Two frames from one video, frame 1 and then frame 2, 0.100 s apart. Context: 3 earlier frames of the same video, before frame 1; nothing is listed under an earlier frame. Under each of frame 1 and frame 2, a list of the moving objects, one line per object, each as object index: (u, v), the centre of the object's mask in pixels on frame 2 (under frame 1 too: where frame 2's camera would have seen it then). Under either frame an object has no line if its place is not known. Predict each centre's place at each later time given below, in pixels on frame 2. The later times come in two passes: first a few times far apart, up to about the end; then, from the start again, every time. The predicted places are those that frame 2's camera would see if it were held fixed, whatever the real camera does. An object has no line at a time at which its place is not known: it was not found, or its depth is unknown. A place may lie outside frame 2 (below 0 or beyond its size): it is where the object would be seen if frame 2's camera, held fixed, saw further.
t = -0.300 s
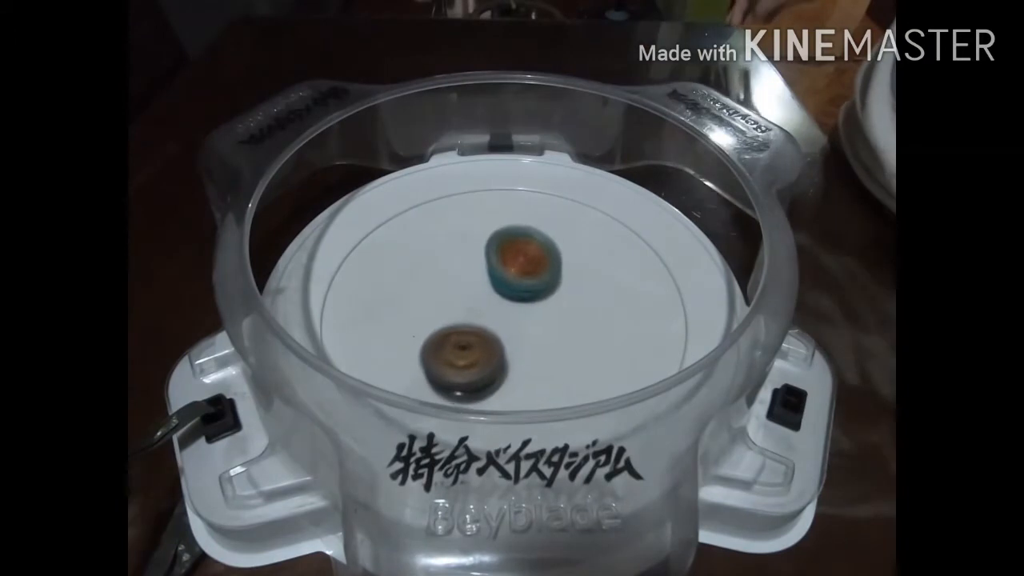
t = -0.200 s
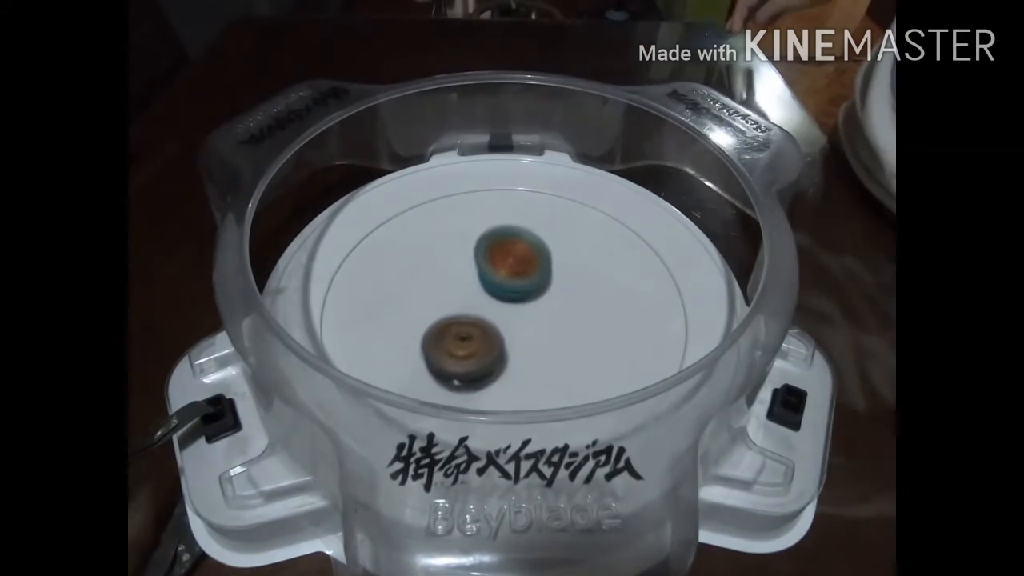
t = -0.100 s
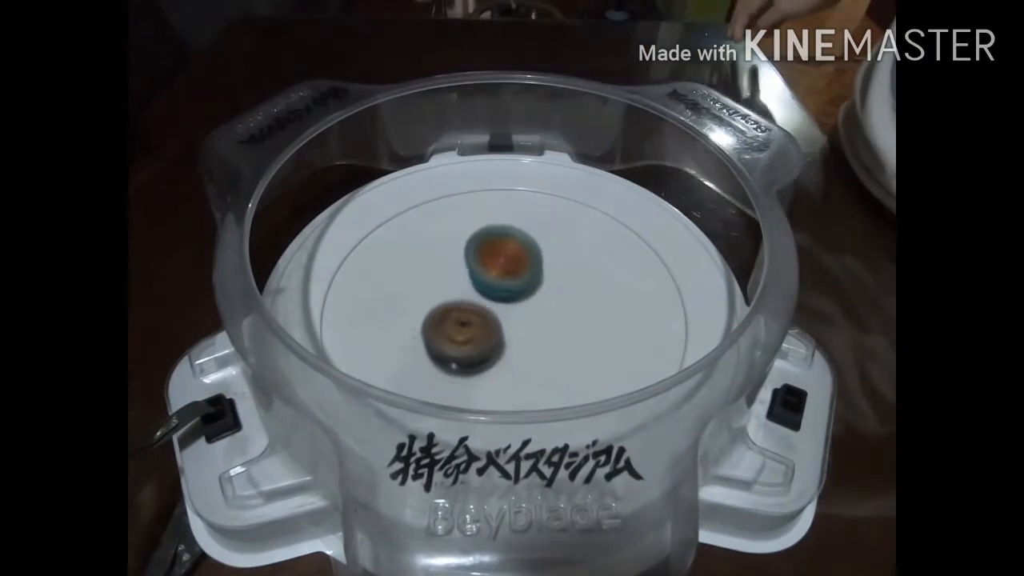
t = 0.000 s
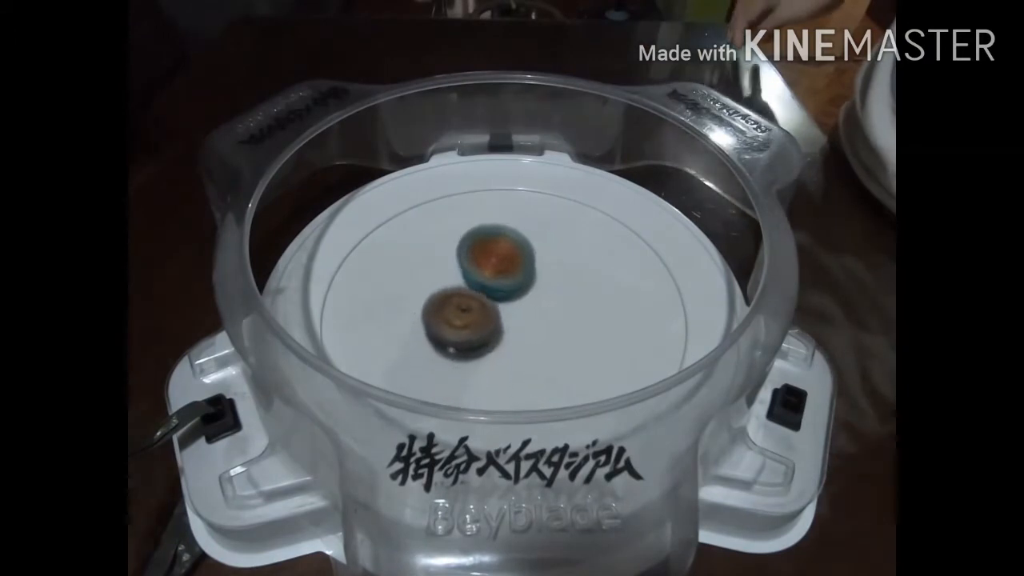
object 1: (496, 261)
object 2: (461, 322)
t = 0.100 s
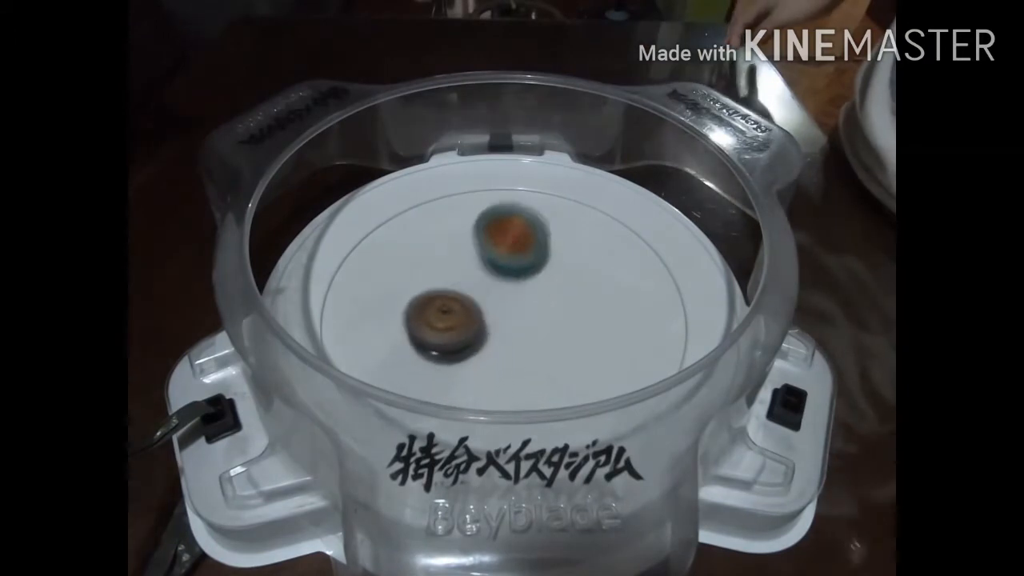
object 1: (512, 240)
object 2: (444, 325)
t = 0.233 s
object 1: (527, 219)
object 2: (437, 319)
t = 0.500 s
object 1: (515, 248)
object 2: (457, 294)
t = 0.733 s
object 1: (588, 271)
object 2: (453, 289)
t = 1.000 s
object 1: (598, 292)
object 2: (508, 257)
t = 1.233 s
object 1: (534, 307)
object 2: (523, 235)
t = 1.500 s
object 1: (482, 326)
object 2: (529, 265)
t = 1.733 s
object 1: (499, 349)
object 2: (554, 299)
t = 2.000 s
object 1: (531, 363)
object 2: (580, 298)
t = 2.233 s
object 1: (437, 377)
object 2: (615, 235)
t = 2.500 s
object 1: (380, 357)
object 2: (556, 220)
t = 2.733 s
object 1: (512, 324)
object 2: (494, 260)
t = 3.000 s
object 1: (555, 359)
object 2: (487, 266)
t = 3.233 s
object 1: (528, 351)
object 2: (475, 297)
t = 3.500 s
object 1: (542, 370)
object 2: (473, 286)
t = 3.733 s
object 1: (541, 328)
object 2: (472, 286)
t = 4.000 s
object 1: (537, 324)
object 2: (463, 274)
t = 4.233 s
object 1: (524, 347)
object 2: (468, 256)
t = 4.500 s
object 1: (513, 342)
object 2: (494, 265)
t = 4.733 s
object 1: (464, 336)
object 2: (523, 277)
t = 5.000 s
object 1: (426, 334)
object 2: (532, 297)
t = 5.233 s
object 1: (430, 315)
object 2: (530, 310)
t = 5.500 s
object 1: (452, 279)
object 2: (519, 313)
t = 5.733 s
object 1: (479, 254)
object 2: (512, 313)
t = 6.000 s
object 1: (507, 241)
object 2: (511, 315)
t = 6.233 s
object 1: (531, 253)
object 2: (509, 316)
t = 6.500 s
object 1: (555, 264)
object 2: (503, 314)
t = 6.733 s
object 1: (575, 279)
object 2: (497, 309)
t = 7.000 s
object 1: (569, 312)
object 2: (497, 280)
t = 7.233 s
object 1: (544, 324)
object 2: (506, 267)
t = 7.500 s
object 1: (520, 333)
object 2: (505, 270)
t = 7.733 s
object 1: (493, 347)
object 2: (510, 275)
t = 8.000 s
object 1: (418, 342)
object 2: (521, 272)
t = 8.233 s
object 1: (427, 317)
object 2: (517, 274)
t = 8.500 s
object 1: (418, 287)
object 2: (551, 267)
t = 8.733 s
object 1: (451, 261)
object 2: (539, 285)
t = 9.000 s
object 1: (494, 234)
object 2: (521, 332)
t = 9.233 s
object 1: (522, 241)
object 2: (523, 338)
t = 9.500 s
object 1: (551, 270)
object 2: (514, 333)
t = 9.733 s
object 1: (573, 301)
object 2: (494, 323)
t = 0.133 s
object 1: (517, 233)
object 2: (441, 324)
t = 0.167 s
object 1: (521, 227)
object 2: (438, 323)
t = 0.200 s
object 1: (525, 222)
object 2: (437, 321)
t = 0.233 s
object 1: (527, 219)
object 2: (437, 319)
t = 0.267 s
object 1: (529, 218)
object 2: (438, 317)
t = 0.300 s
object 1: (529, 218)
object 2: (440, 314)
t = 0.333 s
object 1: (528, 220)
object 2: (442, 311)
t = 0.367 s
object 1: (527, 224)
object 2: (445, 307)
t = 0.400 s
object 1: (524, 228)
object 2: (448, 304)
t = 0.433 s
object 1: (521, 235)
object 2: (451, 301)
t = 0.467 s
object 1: (518, 241)
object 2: (454, 297)
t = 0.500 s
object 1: (515, 248)
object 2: (457, 294)
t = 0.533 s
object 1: (520, 253)
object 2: (452, 294)
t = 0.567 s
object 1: (532, 256)
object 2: (446, 296)
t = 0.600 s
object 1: (544, 259)
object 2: (443, 296)
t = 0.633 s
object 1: (556, 262)
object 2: (442, 295)
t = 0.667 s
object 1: (568, 265)
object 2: (444, 293)
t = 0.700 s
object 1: (578, 268)
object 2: (448, 290)
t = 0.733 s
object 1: (588, 271)
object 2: (453, 289)
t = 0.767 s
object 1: (596, 275)
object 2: (459, 287)
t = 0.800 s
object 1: (602, 277)
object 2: (467, 284)
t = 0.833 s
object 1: (606, 280)
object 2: (475, 280)
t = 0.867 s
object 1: (608, 283)
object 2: (482, 276)
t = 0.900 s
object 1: (608, 286)
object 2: (490, 272)
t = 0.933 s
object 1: (607, 288)
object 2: (496, 267)
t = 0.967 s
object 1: (603, 291)
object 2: (503, 262)
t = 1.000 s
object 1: (598, 292)
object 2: (508, 257)
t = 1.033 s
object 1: (591, 295)
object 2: (512, 252)
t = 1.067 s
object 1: (583, 297)
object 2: (516, 247)
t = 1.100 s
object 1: (574, 299)
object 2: (519, 243)
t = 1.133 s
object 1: (564, 301)
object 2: (521, 239)
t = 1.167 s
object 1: (554, 303)
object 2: (522, 237)
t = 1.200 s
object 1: (544, 304)
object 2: (523, 235)
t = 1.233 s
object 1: (534, 307)
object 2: (523, 235)
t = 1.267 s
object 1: (525, 308)
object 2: (523, 237)
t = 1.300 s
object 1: (515, 310)
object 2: (523, 239)
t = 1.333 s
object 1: (507, 313)
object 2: (524, 242)
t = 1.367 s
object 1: (499, 315)
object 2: (524, 245)
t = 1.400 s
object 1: (493, 318)
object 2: (525, 249)
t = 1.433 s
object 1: (488, 320)
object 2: (525, 254)
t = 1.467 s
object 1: (484, 323)
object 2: (527, 259)
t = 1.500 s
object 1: (482, 326)
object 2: (529, 265)
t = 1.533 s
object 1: (482, 329)
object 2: (531, 271)
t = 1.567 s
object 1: (482, 332)
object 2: (534, 277)
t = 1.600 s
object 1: (484, 335)
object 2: (537, 282)
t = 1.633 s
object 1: (487, 338)
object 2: (541, 288)
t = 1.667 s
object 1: (491, 341)
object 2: (545, 293)
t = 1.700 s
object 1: (496, 344)
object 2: (548, 297)
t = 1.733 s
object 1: (499, 349)
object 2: (554, 299)
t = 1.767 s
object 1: (501, 354)
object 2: (559, 301)
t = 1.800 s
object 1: (504, 358)
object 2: (564, 302)
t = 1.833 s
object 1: (507, 362)
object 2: (570, 303)
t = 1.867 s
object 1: (512, 364)
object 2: (575, 304)
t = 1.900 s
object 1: (517, 365)
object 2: (578, 303)
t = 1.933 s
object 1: (522, 365)
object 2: (581, 302)
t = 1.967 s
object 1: (527, 365)
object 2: (581, 300)
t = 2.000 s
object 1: (531, 363)
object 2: (580, 298)
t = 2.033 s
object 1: (535, 360)
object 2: (578, 296)
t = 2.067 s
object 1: (538, 357)
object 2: (574, 294)
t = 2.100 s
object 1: (539, 353)
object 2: (570, 292)
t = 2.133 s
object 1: (521, 360)
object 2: (584, 279)
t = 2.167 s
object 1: (491, 371)
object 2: (601, 262)
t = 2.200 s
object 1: (462, 376)
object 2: (611, 247)
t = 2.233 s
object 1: (437, 377)
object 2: (615, 235)
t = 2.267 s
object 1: (417, 376)
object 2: (613, 226)
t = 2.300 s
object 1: (401, 372)
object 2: (608, 219)
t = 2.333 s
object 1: (388, 369)
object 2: (600, 214)
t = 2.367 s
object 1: (380, 366)
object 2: (592, 212)
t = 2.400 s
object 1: (374, 362)
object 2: (583, 212)
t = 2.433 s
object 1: (372, 359)
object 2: (575, 213)
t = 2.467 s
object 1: (374, 358)
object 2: (565, 216)
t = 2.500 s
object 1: (380, 357)
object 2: (556, 220)
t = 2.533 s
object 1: (392, 357)
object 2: (546, 224)
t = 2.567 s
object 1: (408, 355)
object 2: (536, 230)
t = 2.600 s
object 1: (431, 350)
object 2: (526, 237)
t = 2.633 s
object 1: (453, 342)
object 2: (517, 244)
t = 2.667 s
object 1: (474, 334)
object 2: (508, 252)
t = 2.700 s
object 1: (496, 326)
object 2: (499, 259)
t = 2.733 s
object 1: (512, 324)
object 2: (494, 260)
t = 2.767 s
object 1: (525, 332)
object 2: (495, 258)
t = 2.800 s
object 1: (536, 339)
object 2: (495, 255)
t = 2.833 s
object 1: (544, 344)
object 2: (495, 255)
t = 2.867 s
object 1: (550, 349)
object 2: (496, 255)
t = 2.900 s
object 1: (553, 352)
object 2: (494, 257)
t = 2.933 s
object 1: (555, 355)
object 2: (492, 259)
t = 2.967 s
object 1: (556, 357)
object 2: (489, 263)
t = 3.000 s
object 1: (555, 359)
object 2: (487, 266)
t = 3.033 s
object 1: (553, 359)
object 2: (485, 271)
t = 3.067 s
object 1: (550, 359)
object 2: (483, 276)
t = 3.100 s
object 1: (546, 358)
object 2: (480, 279)
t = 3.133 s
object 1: (542, 357)
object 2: (478, 286)
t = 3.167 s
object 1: (537, 355)
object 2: (477, 290)
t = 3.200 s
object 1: (533, 353)
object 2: (476, 295)
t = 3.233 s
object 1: (528, 351)
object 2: (475, 297)
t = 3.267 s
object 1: (524, 351)
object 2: (473, 298)
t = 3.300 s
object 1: (524, 361)
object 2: (469, 291)
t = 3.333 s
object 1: (527, 369)
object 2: (467, 286)
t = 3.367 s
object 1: (530, 372)
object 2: (468, 283)
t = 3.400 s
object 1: (532, 374)
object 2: (471, 283)
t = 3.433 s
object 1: (536, 374)
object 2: (473, 284)
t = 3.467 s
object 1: (539, 373)
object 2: (473, 286)
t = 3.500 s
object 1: (542, 370)
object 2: (473, 286)
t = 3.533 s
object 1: (544, 367)
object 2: (473, 286)
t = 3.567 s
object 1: (545, 361)
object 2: (473, 287)
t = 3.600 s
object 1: (545, 353)
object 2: (474, 288)
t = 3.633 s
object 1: (543, 345)
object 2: (476, 289)
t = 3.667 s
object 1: (541, 337)
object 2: (476, 290)
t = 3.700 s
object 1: (539, 330)
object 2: (476, 289)
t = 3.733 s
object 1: (541, 328)
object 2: (472, 286)
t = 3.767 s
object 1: (542, 326)
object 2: (470, 285)
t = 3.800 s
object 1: (541, 323)
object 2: (470, 285)
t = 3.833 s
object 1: (538, 321)
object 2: (470, 285)
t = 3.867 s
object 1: (539, 322)
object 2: (466, 280)
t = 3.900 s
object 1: (541, 324)
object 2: (463, 277)
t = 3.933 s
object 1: (541, 325)
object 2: (462, 275)
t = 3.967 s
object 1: (540, 325)
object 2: (462, 274)
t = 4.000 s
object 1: (537, 324)
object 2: (463, 274)
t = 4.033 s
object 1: (533, 323)
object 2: (465, 274)
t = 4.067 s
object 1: (529, 322)
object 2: (467, 274)
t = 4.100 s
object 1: (523, 320)
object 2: (468, 273)
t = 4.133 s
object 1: (520, 321)
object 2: (469, 270)
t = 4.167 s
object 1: (521, 330)
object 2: (468, 264)
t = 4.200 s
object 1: (523, 339)
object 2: (467, 258)
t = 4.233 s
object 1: (524, 347)
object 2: (468, 256)
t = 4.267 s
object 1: (525, 351)
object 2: (469, 255)
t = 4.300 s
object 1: (524, 355)
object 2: (471, 255)
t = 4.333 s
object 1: (524, 356)
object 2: (473, 255)
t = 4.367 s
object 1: (524, 355)
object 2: (477, 256)
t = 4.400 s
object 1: (523, 353)
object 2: (481, 258)
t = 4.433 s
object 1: (520, 350)
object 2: (485, 260)
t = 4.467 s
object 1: (517, 346)
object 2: (490, 262)
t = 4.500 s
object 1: (513, 342)
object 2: (494, 265)
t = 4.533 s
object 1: (509, 337)
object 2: (499, 267)
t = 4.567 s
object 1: (504, 332)
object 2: (504, 268)
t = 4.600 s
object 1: (496, 332)
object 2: (510, 268)
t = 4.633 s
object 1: (488, 333)
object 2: (515, 269)
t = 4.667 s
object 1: (480, 334)
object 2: (519, 271)
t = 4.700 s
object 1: (472, 335)
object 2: (521, 274)
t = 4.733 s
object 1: (464, 336)
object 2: (523, 277)
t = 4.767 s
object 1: (457, 337)
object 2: (525, 280)
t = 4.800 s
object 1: (450, 337)
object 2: (527, 282)
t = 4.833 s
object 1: (444, 337)
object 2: (528, 286)
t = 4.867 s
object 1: (439, 337)
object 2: (529, 289)
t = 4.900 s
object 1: (434, 337)
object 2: (530, 291)
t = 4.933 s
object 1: (430, 336)
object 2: (530, 294)
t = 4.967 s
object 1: (428, 335)
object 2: (530, 295)
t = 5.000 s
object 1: (426, 334)
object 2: (532, 297)
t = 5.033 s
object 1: (424, 332)
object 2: (533, 298)
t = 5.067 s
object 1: (424, 330)
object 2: (532, 300)
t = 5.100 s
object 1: (424, 328)
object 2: (532, 302)
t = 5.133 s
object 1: (425, 325)
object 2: (532, 304)
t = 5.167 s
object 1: (426, 322)
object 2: (532, 306)
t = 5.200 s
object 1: (428, 319)
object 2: (531, 307)
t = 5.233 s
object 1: (430, 315)
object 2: (530, 310)
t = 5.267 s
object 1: (433, 311)
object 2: (529, 312)
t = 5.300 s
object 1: (436, 306)
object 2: (527, 313)
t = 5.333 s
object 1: (439, 302)
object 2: (526, 315)
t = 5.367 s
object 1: (441, 297)
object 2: (525, 316)
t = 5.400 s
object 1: (443, 292)
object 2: (523, 316)
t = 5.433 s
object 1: (446, 288)
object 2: (522, 317)
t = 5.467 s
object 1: (449, 283)
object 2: (520, 312)
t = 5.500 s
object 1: (452, 279)
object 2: (519, 313)
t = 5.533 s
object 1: (455, 274)
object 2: (517, 316)
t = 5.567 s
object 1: (459, 270)
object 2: (516, 313)
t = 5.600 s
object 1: (462, 266)
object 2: (514, 313)
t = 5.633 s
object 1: (466, 263)
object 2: (512, 313)
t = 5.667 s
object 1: (471, 259)
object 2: (512, 313)
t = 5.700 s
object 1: (475, 256)
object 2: (511, 313)
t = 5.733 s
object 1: (479, 254)
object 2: (512, 313)
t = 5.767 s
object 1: (483, 251)
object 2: (512, 313)
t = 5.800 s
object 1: (487, 249)
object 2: (511, 312)
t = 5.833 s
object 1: (490, 247)
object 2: (511, 313)
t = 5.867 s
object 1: (493, 245)
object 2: (511, 313)
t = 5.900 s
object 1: (497, 244)
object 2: (511, 314)
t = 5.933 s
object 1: (500, 243)
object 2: (511, 314)
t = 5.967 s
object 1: (503, 242)
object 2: (511, 314)
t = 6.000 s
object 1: (507, 241)
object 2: (511, 315)
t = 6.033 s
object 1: (510, 242)
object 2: (511, 315)
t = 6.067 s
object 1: (514, 242)
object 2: (511, 315)
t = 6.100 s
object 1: (517, 243)
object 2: (510, 318)
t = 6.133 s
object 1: (520, 245)
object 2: (510, 318)
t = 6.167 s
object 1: (524, 248)
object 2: (509, 318)
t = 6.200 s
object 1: (527, 250)
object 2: (509, 317)
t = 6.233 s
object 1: (531, 253)
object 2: (509, 316)
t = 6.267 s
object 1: (536, 254)
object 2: (506, 317)
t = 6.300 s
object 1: (541, 254)
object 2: (503, 319)
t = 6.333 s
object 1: (545, 253)
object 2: (502, 320)
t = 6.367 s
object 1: (548, 254)
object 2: (502, 320)
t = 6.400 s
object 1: (551, 255)
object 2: (502, 319)
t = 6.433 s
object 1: (552, 258)
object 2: (502, 317)
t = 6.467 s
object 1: (554, 261)
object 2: (502, 316)
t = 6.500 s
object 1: (555, 264)
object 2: (503, 314)
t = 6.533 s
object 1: (558, 267)
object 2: (503, 314)
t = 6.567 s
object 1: (564, 268)
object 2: (501, 314)
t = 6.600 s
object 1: (568, 269)
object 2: (499, 314)
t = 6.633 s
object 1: (572, 271)
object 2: (497, 313)
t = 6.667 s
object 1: (574, 273)
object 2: (498, 312)
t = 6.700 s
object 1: (575, 275)
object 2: (497, 310)
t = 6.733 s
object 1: (575, 279)
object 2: (497, 309)
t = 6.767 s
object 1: (574, 282)
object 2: (495, 307)
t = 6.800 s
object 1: (573, 286)
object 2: (496, 304)
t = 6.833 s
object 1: (571, 290)
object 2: (496, 301)
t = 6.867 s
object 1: (571, 295)
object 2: (494, 297)
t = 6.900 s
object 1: (571, 300)
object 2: (494, 292)
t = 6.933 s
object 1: (571, 305)
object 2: (495, 287)
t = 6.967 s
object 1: (570, 308)
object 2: (496, 283)
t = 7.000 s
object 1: (569, 312)
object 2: (497, 280)
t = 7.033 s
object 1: (566, 315)
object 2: (498, 277)
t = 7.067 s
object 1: (563, 317)
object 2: (500, 274)
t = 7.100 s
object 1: (560, 319)
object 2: (502, 271)
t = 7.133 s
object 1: (556, 321)
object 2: (503, 270)
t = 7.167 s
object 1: (552, 322)
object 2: (506, 268)
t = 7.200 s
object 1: (548, 323)
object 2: (506, 267)
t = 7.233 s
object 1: (544, 324)
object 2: (506, 267)
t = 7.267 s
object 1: (540, 324)
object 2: (506, 266)
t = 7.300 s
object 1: (537, 325)
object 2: (506, 266)
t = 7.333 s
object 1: (534, 325)
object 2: (505, 266)
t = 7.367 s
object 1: (531, 327)
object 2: (504, 267)
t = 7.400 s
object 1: (527, 329)
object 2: (505, 266)
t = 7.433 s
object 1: (524, 331)
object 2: (504, 267)
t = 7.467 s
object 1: (522, 332)
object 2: (504, 268)
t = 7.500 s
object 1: (520, 333)
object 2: (505, 270)
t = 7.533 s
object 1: (518, 335)
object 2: (506, 271)
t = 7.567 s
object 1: (516, 336)
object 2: (506, 272)
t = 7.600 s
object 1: (514, 342)
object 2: (506, 273)
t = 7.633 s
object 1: (510, 347)
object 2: (507, 272)
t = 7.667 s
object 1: (505, 349)
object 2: (510, 273)
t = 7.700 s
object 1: (500, 349)
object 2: (510, 274)
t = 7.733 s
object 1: (493, 347)
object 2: (510, 275)
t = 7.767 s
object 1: (487, 345)
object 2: (507, 276)
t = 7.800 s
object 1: (480, 341)
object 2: (507, 278)
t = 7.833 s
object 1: (473, 337)
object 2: (505, 278)
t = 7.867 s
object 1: (459, 339)
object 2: (511, 278)
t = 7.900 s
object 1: (445, 341)
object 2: (515, 275)
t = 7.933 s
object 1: (433, 342)
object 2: (519, 274)
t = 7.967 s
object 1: (424, 343)
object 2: (522, 272)
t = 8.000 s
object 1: (418, 342)
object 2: (521, 272)
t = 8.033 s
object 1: (414, 341)
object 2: (520, 272)
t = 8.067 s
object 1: (412, 338)
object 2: (521, 272)
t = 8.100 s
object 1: (412, 335)
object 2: (522, 272)
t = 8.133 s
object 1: (414, 331)
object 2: (522, 272)
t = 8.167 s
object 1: (417, 327)
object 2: (522, 272)
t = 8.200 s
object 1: (422, 322)
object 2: (520, 273)
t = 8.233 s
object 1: (427, 317)
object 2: (517, 274)
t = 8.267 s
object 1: (433, 313)
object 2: (514, 276)
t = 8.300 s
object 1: (440, 307)
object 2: (511, 277)
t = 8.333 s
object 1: (437, 305)
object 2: (519, 275)
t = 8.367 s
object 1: (428, 303)
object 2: (530, 272)
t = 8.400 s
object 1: (422, 300)
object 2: (539, 267)
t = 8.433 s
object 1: (419, 296)
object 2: (546, 266)
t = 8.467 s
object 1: (417, 291)
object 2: (549, 266)
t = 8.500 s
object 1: (418, 287)
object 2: (551, 267)
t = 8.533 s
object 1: (420, 282)
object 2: (551, 269)
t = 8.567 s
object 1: (423, 278)
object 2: (548, 271)
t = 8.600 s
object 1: (427, 274)
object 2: (545, 274)
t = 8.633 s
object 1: (433, 270)
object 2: (543, 278)
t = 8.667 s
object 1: (438, 266)
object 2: (541, 280)
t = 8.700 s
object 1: (444, 263)
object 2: (541, 282)
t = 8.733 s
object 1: (451, 261)
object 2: (539, 285)
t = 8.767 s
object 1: (458, 260)
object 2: (535, 288)
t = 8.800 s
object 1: (465, 258)
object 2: (533, 292)
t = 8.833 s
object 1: (470, 257)
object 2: (530, 297)
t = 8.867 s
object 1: (475, 252)
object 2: (529, 303)
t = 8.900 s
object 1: (479, 247)
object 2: (527, 310)
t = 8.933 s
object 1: (484, 242)
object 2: (524, 318)
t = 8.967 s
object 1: (489, 237)
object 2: (522, 326)
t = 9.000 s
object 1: (494, 234)
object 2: (521, 332)
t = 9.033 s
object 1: (500, 233)
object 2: (522, 337)
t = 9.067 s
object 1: (505, 232)
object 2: (523, 340)
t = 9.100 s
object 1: (508, 233)
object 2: (523, 341)
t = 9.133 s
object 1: (512, 234)
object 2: (523, 343)
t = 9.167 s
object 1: (516, 236)
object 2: (523, 346)
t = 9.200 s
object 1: (519, 238)
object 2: (522, 339)
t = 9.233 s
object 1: (522, 241)
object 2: (523, 338)
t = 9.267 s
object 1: (525, 245)
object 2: (525, 337)
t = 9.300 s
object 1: (527, 249)
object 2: (526, 338)
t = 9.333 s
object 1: (530, 253)
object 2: (524, 339)
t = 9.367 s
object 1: (533, 258)
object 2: (523, 338)
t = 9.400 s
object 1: (536, 263)
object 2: (521, 338)
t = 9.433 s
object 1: (540, 267)
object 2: (520, 335)
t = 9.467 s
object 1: (546, 269)
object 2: (515, 332)
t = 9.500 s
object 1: (551, 270)
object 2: (514, 333)
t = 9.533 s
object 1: (557, 272)
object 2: (512, 332)
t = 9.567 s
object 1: (561, 276)
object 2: (510, 330)
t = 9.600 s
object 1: (565, 280)
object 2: (506, 328)
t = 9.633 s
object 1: (568, 284)
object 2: (502, 326)
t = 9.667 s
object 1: (570, 289)
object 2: (499, 325)
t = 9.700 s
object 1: (572, 295)
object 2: (496, 324)
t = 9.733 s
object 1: (573, 301)
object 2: (494, 323)
